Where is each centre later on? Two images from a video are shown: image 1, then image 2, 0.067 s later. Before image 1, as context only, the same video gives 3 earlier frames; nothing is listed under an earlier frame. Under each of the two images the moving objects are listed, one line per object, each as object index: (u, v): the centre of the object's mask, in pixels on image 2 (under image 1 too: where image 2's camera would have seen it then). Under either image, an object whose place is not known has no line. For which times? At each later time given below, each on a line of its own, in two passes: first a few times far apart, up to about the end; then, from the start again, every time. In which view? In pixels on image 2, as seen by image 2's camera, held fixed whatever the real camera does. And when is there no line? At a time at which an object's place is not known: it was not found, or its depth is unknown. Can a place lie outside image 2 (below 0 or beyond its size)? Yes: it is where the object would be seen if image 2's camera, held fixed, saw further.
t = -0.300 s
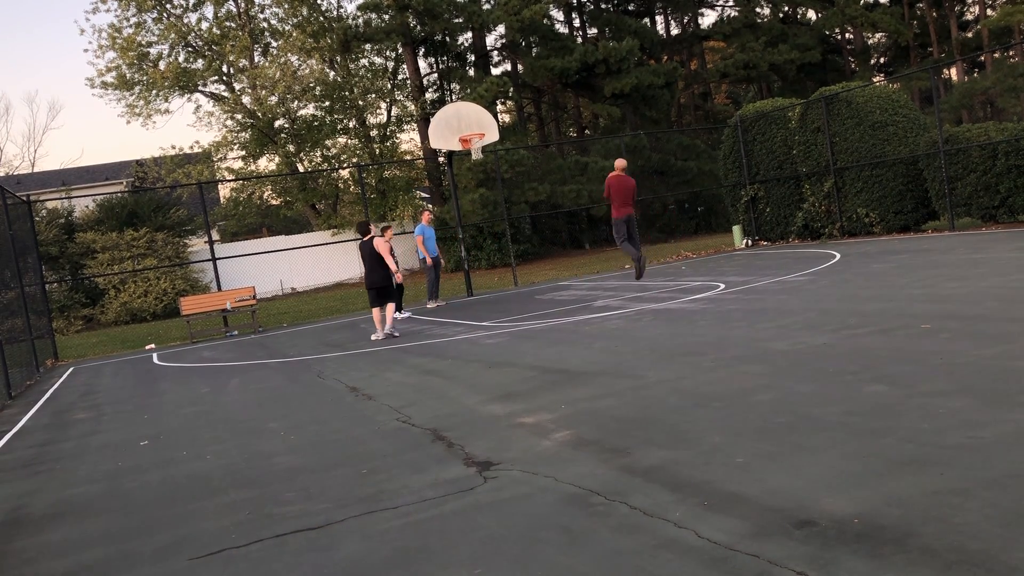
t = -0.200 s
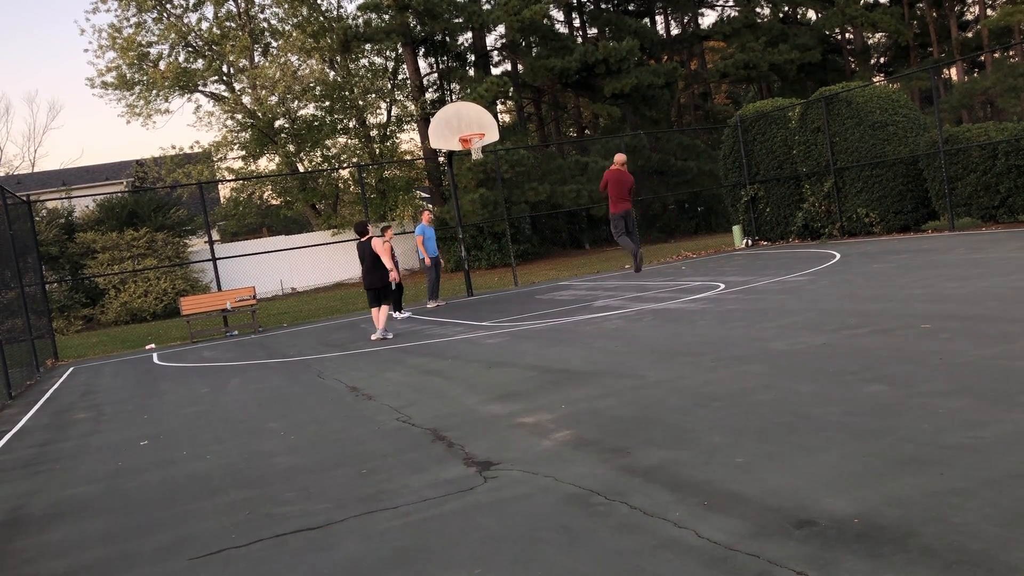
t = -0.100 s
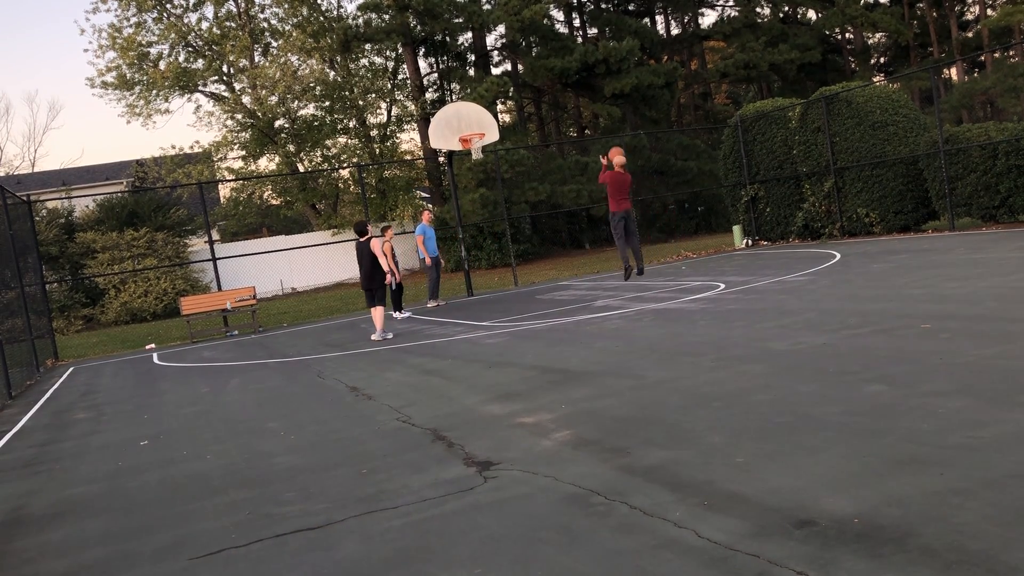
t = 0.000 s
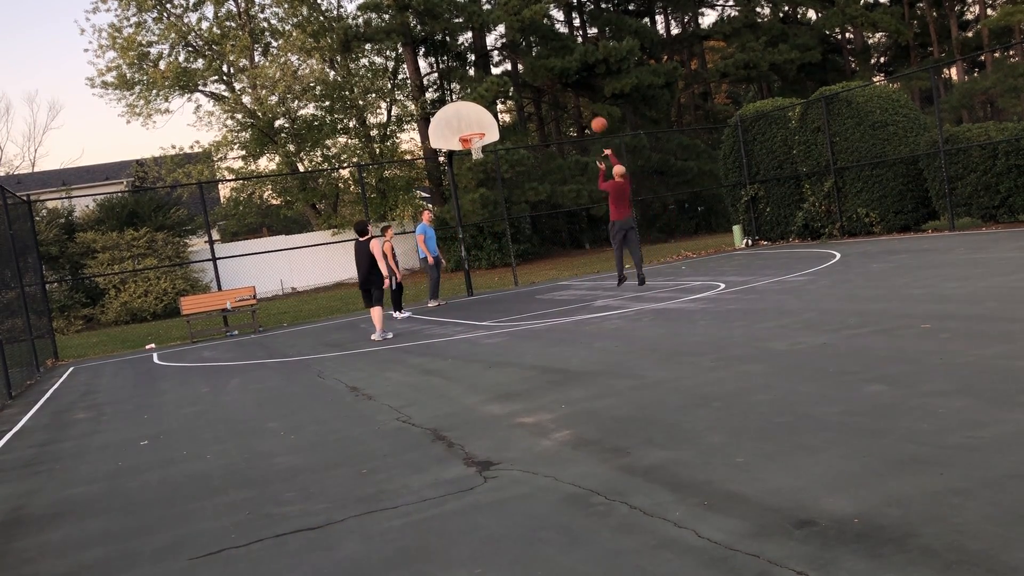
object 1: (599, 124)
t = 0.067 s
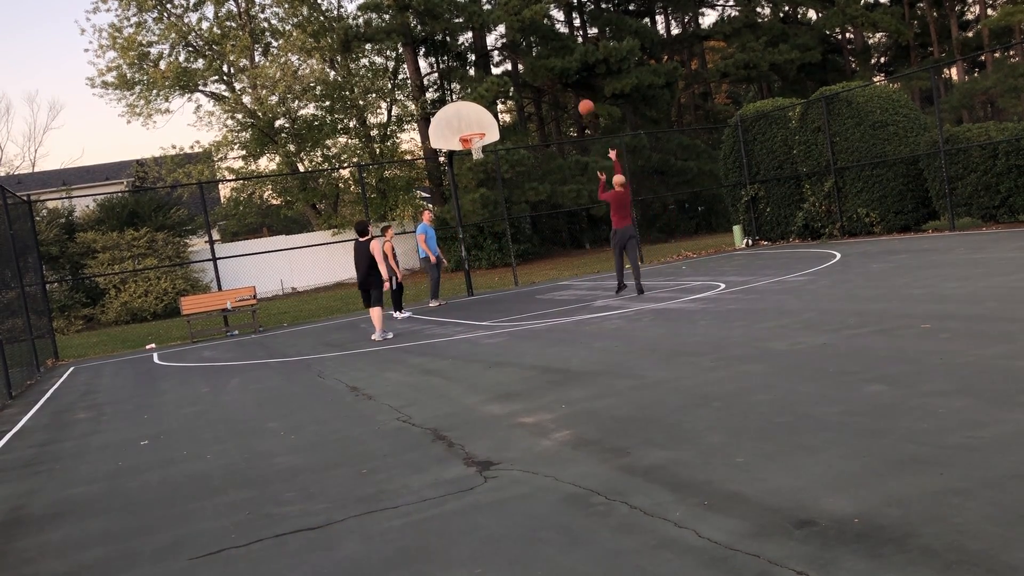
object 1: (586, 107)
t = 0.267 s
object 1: (552, 74)
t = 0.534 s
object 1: (517, 69)
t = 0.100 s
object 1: (580, 99)
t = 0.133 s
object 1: (574, 93)
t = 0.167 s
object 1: (568, 87)
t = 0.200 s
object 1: (562, 82)
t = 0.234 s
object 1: (557, 77)
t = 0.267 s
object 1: (552, 74)
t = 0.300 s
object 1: (546, 70)
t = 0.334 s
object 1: (542, 68)
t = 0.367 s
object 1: (537, 67)
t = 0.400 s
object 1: (533, 66)
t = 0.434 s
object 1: (528, 65)
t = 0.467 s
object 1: (524, 66)
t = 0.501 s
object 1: (520, 67)
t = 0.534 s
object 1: (517, 69)
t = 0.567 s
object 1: (513, 70)
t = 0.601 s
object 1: (509, 74)
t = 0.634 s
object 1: (506, 77)
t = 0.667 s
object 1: (503, 81)
